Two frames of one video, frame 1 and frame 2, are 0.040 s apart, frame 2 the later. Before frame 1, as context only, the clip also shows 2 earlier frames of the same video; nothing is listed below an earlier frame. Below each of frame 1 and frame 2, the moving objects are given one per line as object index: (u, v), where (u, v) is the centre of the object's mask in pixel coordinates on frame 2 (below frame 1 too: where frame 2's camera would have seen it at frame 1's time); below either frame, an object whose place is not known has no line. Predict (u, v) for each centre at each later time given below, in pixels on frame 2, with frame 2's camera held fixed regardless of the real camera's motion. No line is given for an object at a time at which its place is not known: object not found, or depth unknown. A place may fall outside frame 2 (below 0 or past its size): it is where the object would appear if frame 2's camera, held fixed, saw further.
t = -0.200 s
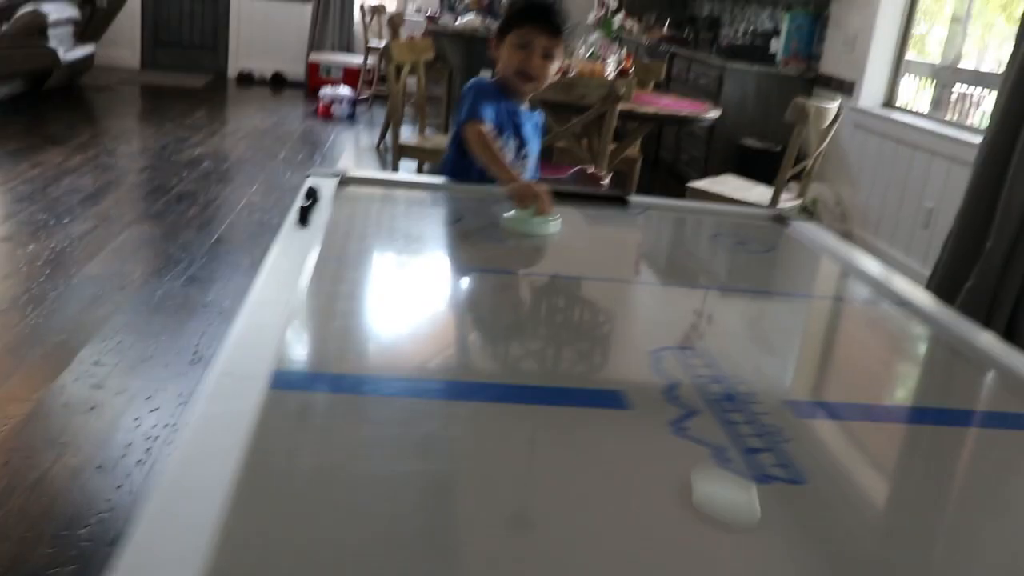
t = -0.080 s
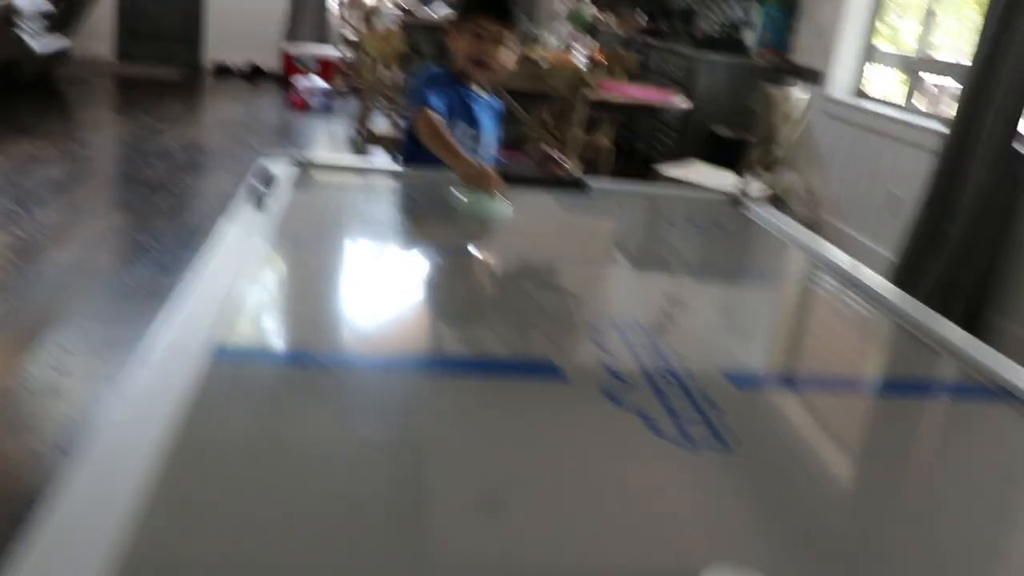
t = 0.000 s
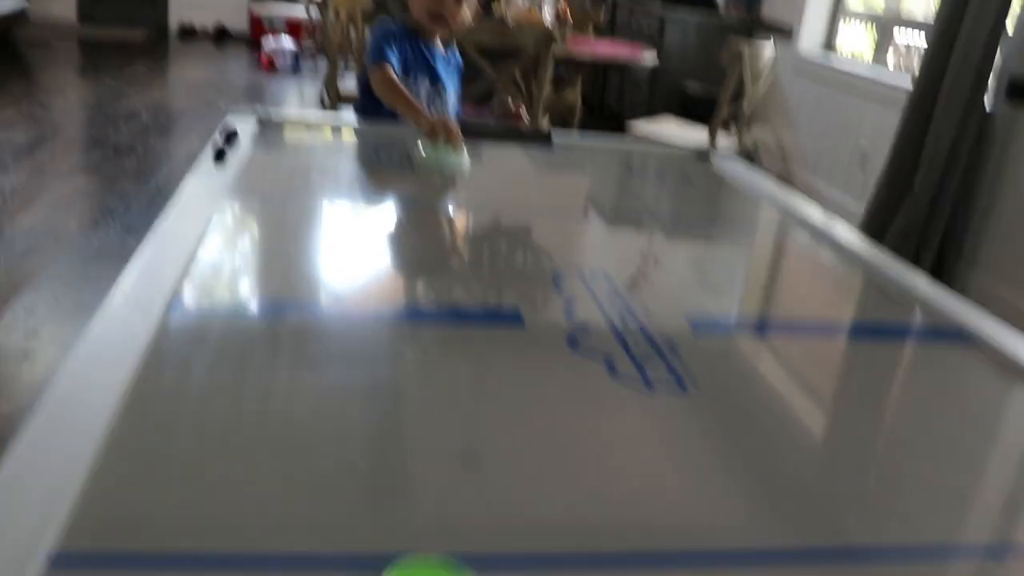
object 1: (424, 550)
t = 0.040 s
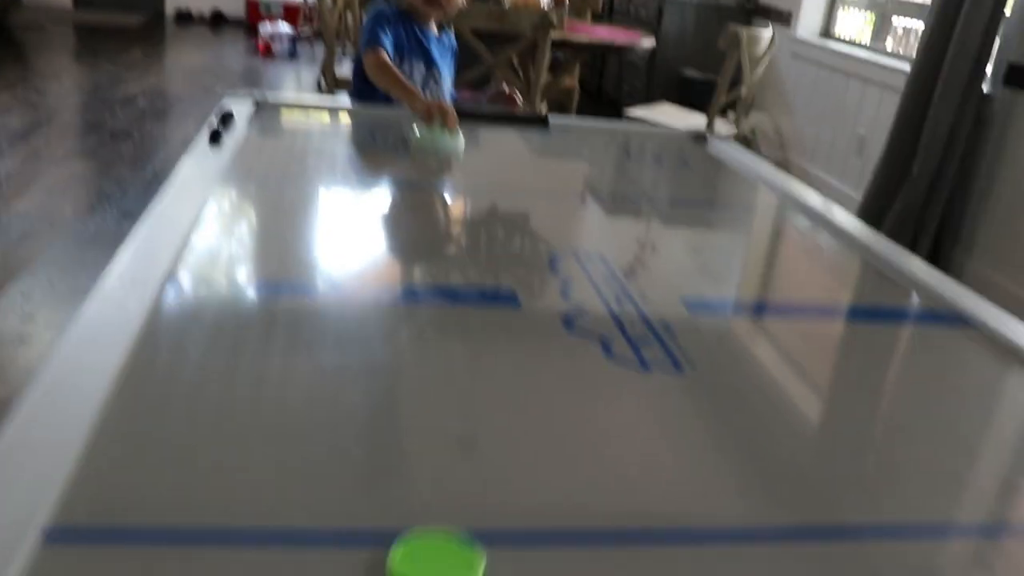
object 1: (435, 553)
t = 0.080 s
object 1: (456, 548)
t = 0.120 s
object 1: (477, 529)
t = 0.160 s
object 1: (499, 511)
